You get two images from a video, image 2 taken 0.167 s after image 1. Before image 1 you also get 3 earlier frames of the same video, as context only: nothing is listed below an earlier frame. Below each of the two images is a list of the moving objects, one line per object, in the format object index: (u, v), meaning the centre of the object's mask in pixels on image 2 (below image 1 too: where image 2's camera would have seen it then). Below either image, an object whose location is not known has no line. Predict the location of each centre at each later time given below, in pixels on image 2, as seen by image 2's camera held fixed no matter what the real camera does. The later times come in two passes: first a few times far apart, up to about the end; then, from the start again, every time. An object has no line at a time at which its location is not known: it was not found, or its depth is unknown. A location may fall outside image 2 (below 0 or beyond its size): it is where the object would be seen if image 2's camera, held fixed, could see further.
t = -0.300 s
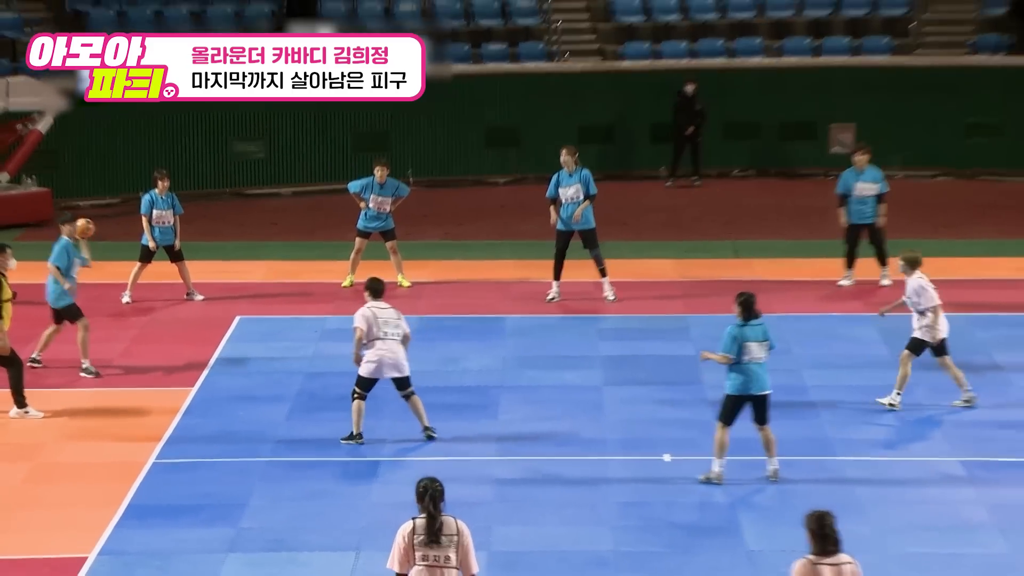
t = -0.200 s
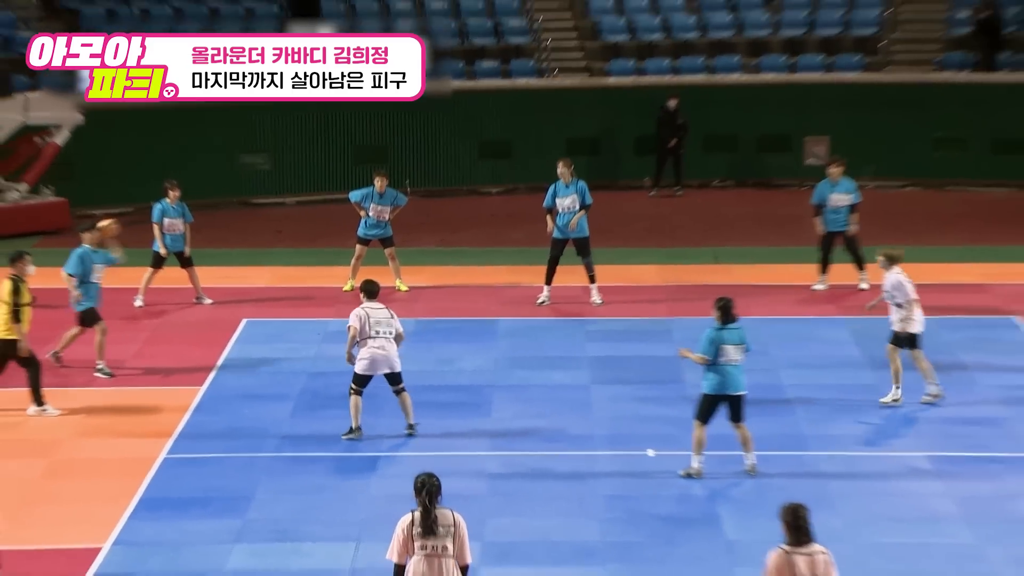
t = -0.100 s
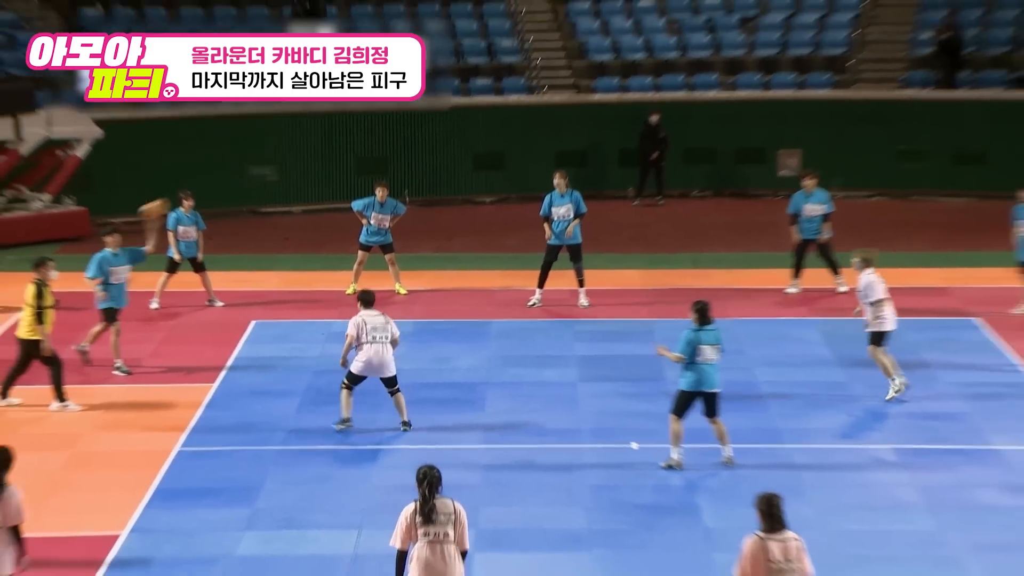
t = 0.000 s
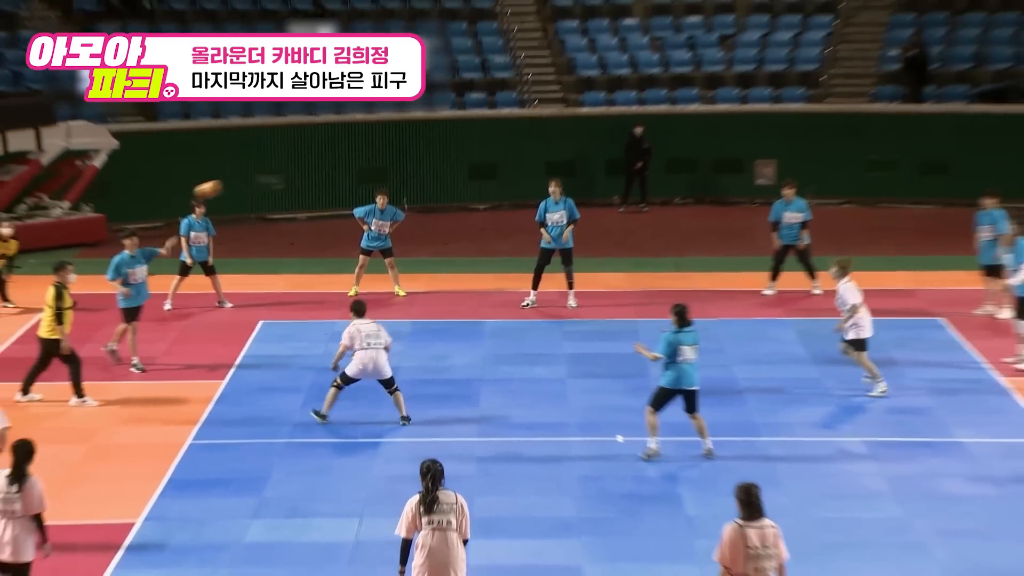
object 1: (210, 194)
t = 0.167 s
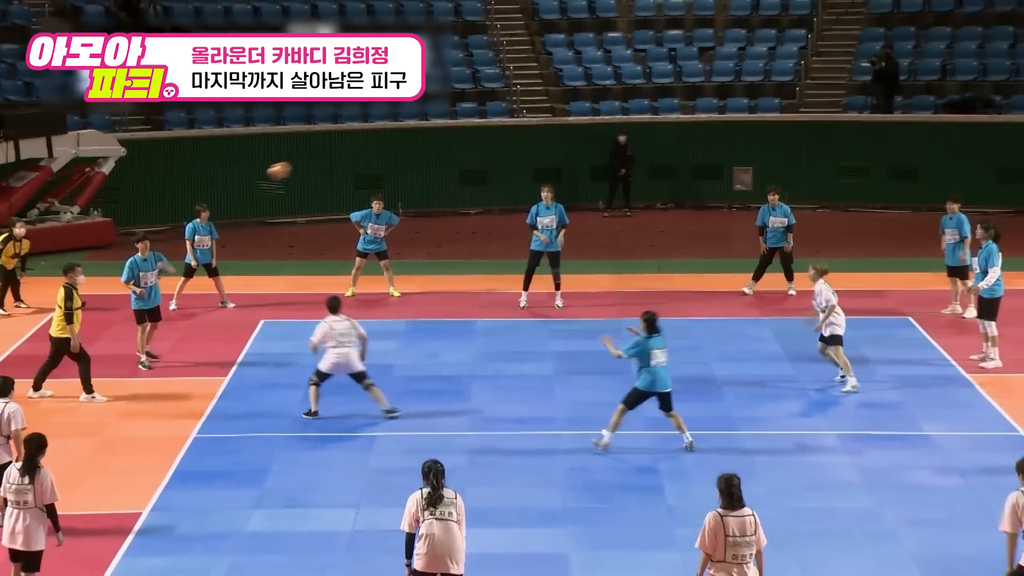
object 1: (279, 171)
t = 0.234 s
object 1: (306, 167)
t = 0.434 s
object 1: (388, 177)
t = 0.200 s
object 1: (293, 168)
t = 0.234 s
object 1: (306, 167)
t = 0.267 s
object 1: (319, 166)
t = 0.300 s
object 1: (333, 167)
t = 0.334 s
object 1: (347, 168)
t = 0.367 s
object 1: (361, 170)
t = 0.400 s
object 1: (375, 173)
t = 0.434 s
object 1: (388, 177)
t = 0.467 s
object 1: (402, 182)
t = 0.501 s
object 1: (417, 188)
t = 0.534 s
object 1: (431, 194)
